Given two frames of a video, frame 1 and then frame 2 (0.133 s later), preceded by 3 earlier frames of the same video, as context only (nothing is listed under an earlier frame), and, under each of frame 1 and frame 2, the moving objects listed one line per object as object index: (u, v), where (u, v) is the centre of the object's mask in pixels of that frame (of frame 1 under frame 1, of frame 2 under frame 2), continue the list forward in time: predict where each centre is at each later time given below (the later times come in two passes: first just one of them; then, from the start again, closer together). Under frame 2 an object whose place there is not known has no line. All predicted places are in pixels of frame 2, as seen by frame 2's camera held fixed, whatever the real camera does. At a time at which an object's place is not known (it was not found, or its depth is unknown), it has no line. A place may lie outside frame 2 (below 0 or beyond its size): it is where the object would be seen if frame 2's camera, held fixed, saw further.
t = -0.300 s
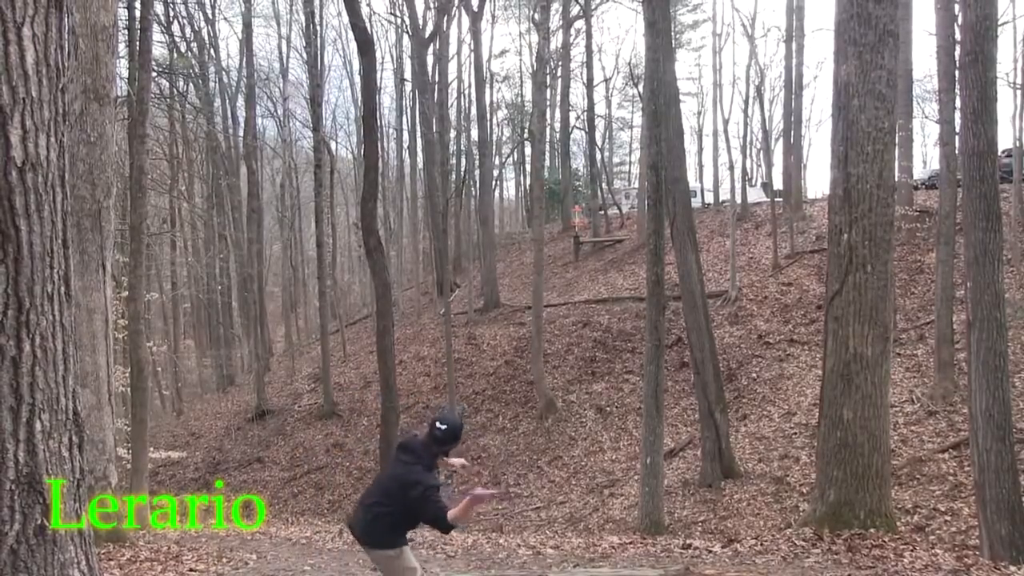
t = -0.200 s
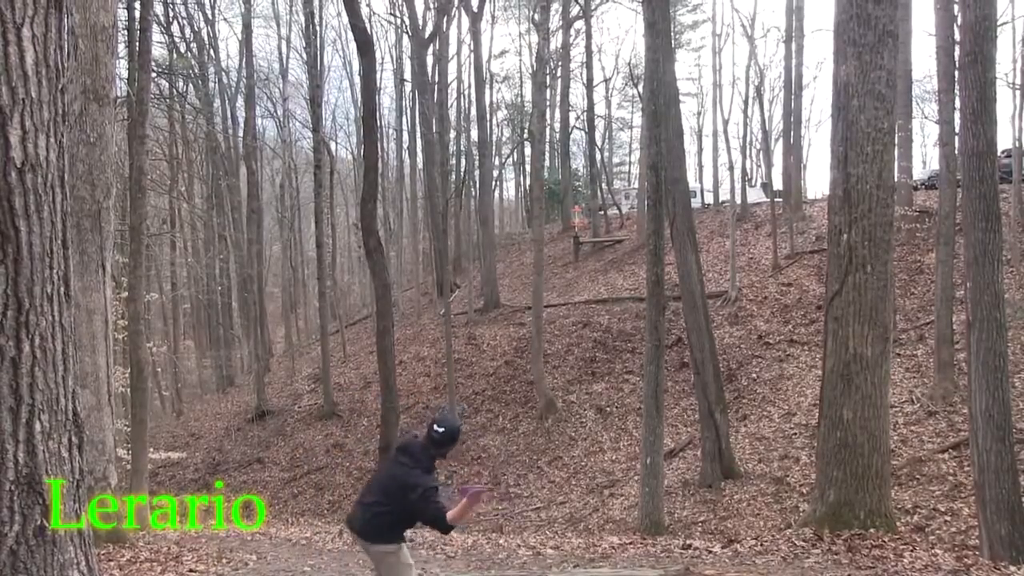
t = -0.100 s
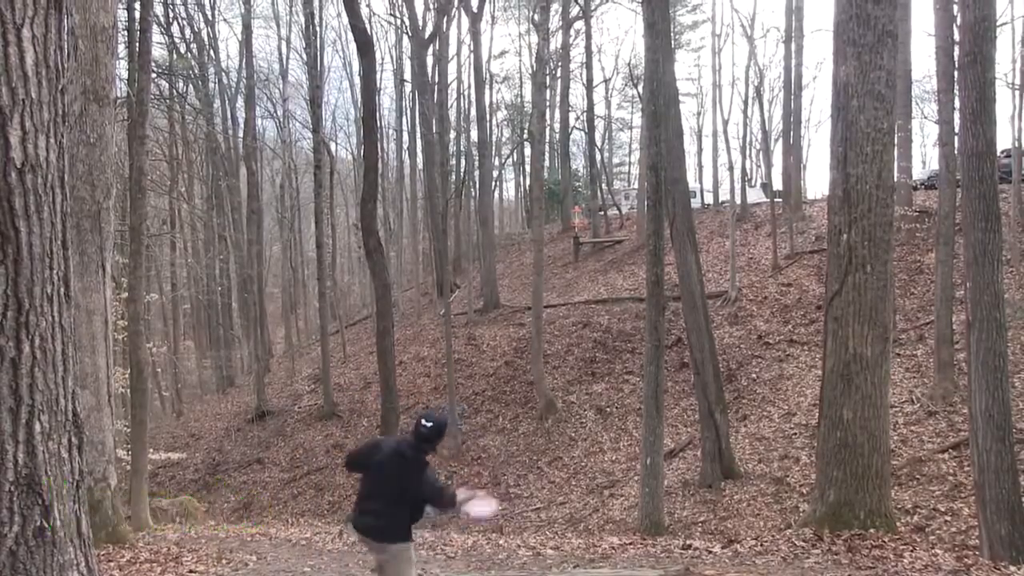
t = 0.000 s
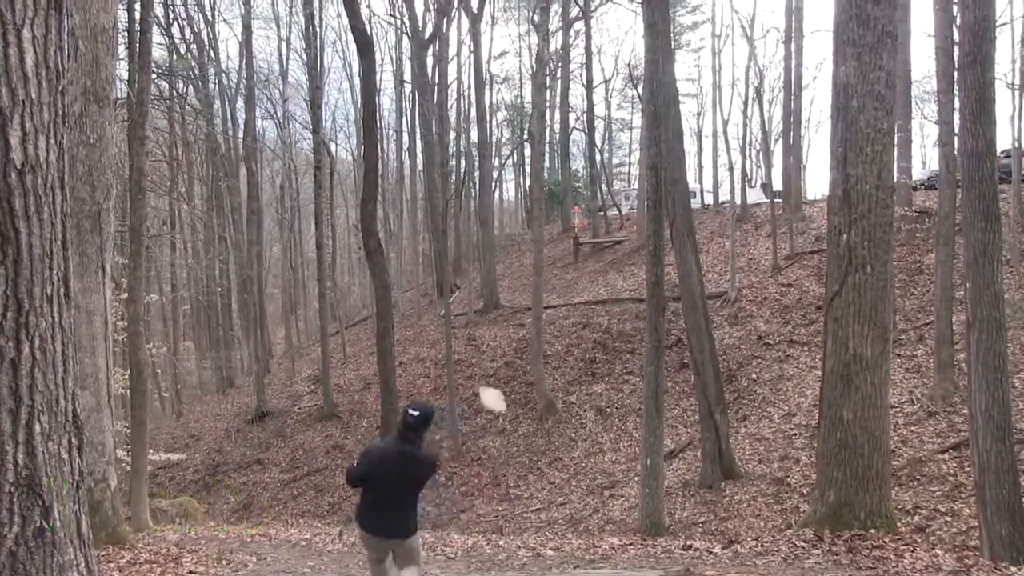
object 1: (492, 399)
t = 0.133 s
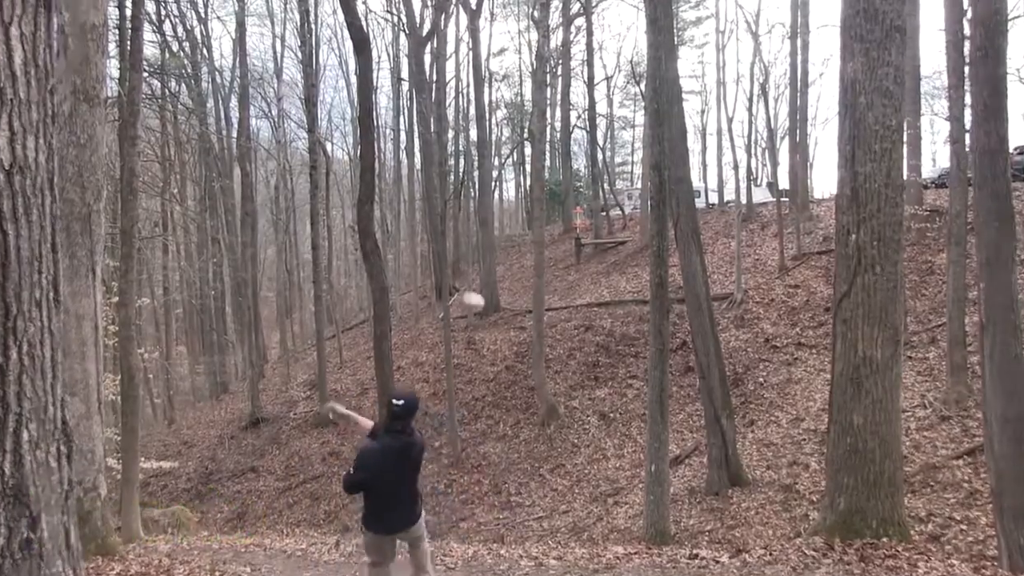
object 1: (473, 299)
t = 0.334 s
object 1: (460, 225)
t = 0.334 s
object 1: (460, 225)
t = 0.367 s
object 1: (459, 218)
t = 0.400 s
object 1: (459, 212)
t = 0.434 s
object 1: (457, 204)
